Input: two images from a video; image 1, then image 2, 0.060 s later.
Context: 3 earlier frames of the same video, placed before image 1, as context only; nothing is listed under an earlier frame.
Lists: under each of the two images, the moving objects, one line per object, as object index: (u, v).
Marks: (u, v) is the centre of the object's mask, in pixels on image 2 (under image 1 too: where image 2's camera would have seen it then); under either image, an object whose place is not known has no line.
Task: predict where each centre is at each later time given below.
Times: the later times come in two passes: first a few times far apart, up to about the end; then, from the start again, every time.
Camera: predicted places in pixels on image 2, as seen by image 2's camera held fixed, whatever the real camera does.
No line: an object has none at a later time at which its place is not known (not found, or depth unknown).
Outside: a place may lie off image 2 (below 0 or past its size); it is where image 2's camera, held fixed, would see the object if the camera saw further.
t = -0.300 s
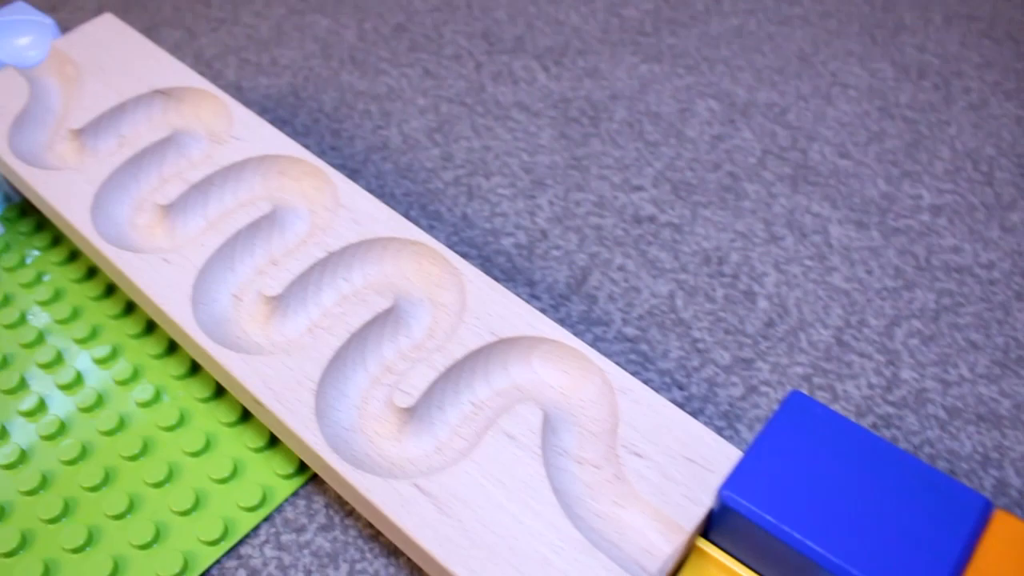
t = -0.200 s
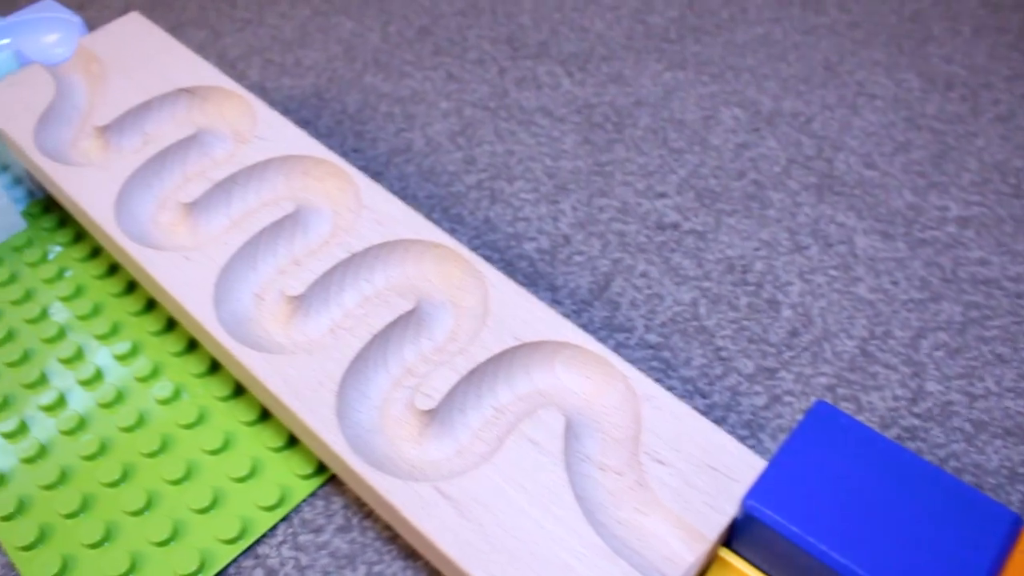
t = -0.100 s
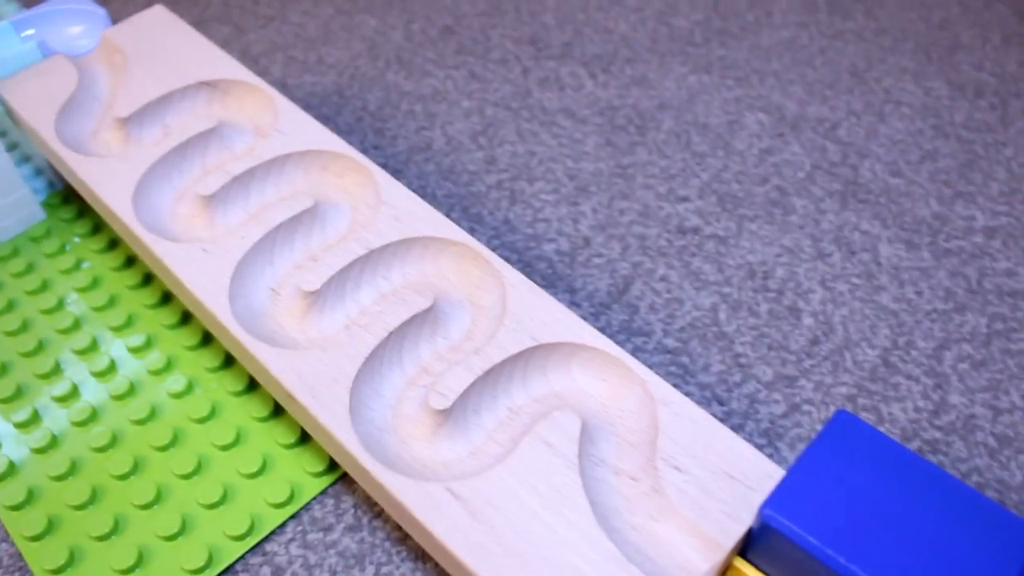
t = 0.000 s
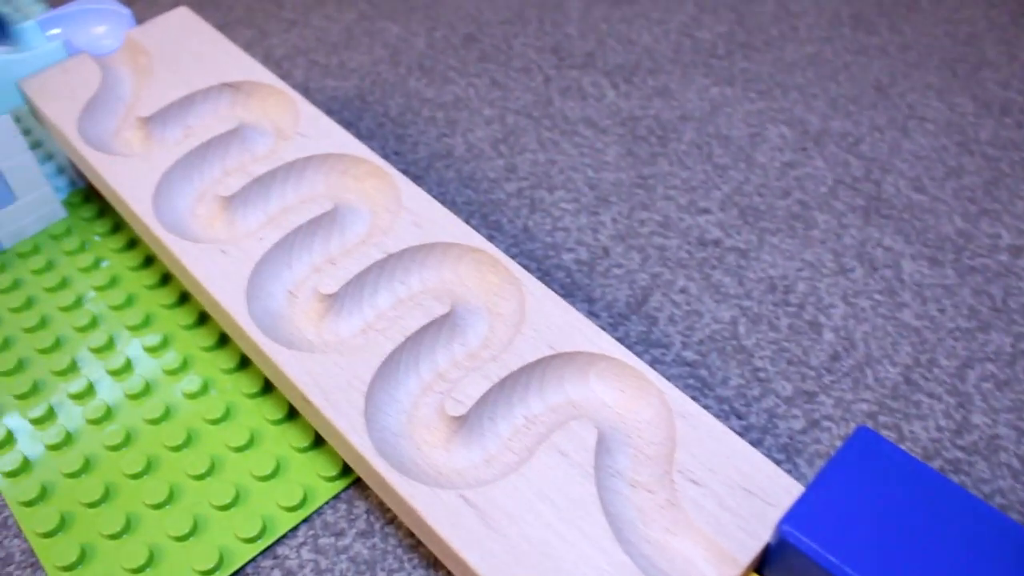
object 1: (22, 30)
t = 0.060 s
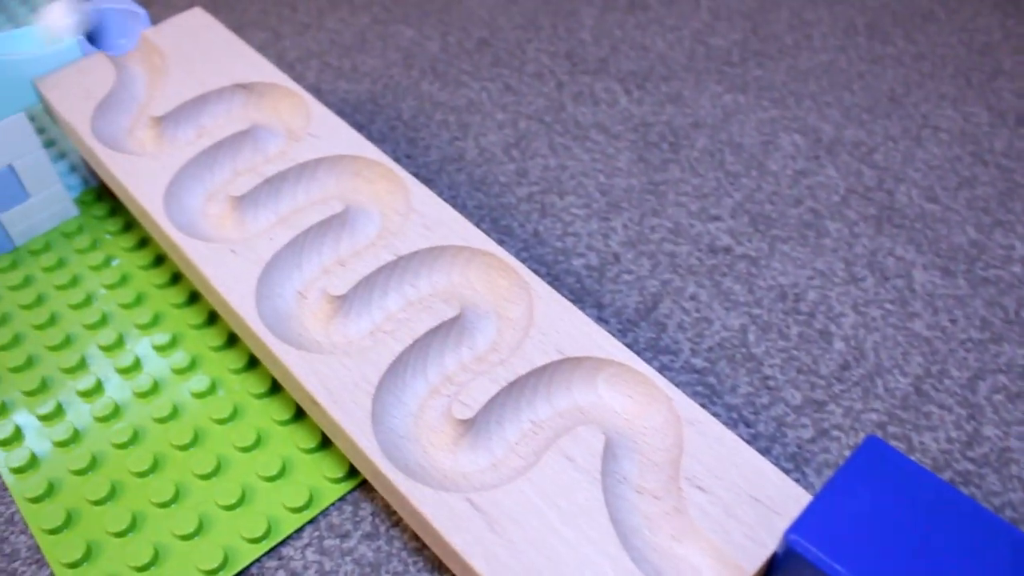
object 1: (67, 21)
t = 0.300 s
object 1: (117, 109)
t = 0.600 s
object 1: (185, 112)
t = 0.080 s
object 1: (88, 20)
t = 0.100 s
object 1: (105, 22)
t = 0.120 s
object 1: (114, 25)
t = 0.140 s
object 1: (118, 28)
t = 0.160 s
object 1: (126, 34)
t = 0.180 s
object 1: (133, 43)
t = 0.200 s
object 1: (140, 57)
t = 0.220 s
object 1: (137, 68)
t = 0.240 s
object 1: (132, 81)
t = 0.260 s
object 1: (125, 93)
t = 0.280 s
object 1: (119, 102)
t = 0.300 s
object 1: (117, 109)
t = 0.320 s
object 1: (117, 113)
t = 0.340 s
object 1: (118, 116)
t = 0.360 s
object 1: (120, 119)
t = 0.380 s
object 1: (123, 121)
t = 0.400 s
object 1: (126, 123)
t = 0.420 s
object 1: (129, 124)
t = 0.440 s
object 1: (132, 124)
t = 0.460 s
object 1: (139, 125)
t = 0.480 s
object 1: (145, 125)
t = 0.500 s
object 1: (153, 125)
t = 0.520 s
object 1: (161, 123)
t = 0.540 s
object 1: (167, 121)
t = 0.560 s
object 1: (173, 118)
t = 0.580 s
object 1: (179, 115)
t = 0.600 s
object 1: (185, 112)
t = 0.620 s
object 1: (189, 110)
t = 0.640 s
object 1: (195, 107)
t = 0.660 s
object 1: (199, 103)
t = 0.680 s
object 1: (205, 101)
